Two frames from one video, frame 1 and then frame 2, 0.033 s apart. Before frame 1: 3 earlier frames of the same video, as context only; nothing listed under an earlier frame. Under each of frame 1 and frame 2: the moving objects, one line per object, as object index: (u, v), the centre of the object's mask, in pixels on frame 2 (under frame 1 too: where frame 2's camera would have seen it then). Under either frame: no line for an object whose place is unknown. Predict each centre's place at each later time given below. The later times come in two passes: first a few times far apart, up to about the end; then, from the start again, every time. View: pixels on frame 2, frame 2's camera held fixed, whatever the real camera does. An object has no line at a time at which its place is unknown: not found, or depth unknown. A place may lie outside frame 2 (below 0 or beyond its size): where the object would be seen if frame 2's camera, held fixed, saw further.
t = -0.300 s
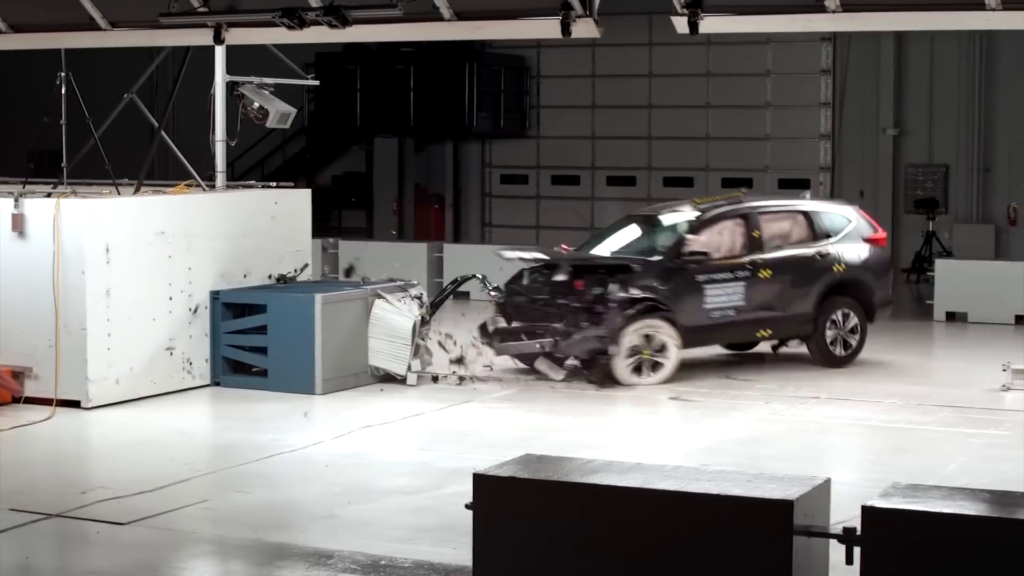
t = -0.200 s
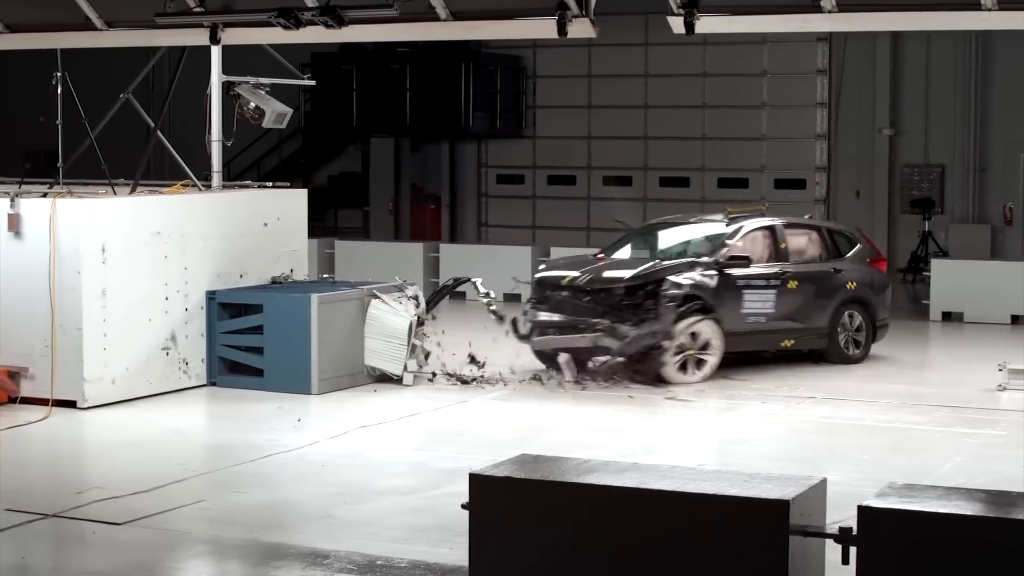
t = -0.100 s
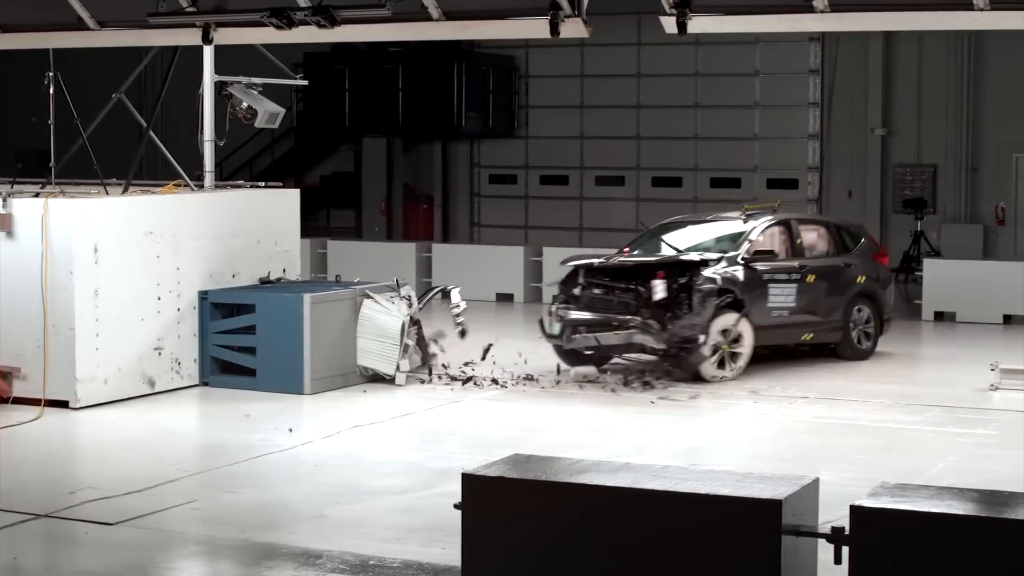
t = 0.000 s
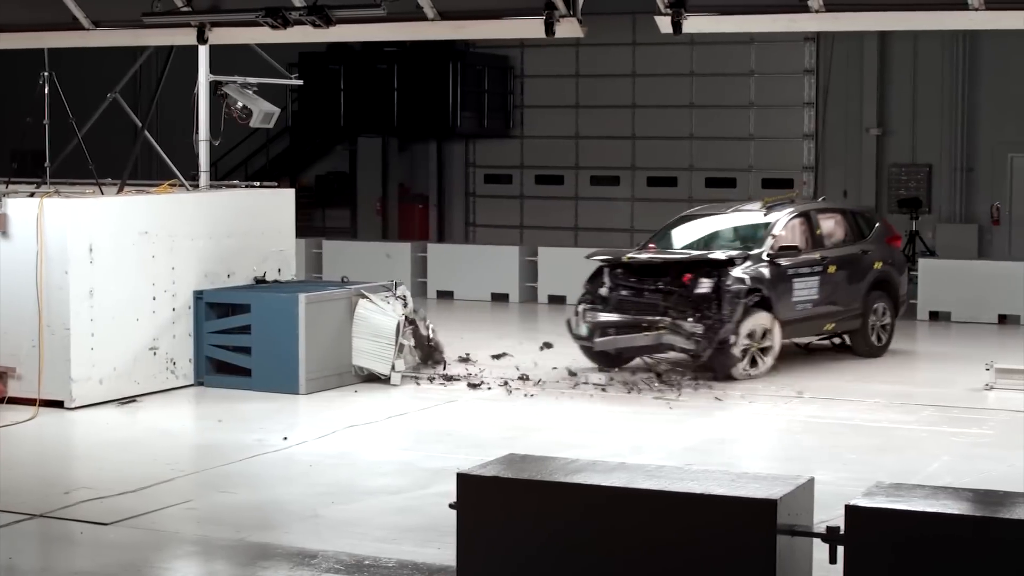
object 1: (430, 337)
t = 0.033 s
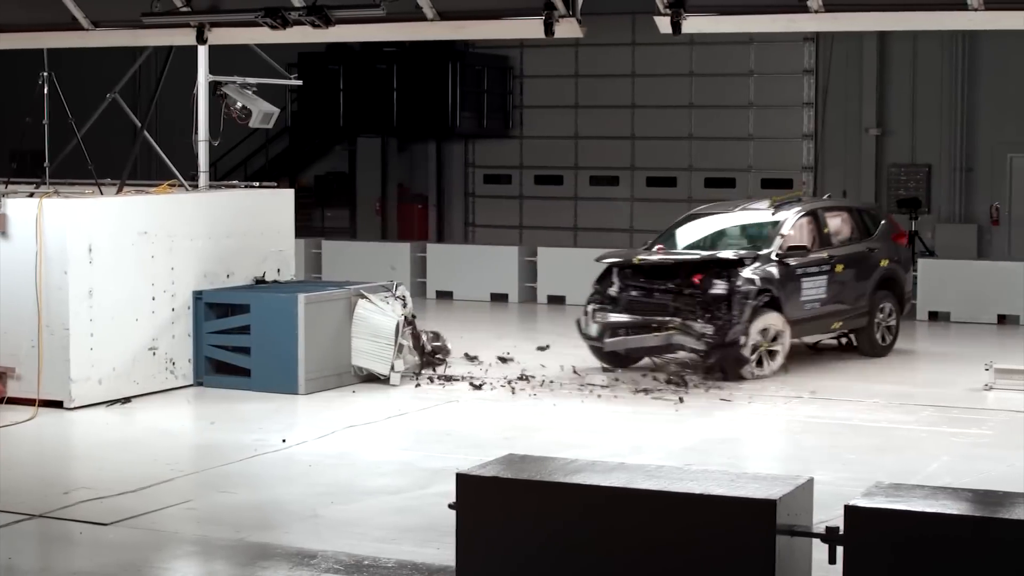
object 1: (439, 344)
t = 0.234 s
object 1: (475, 340)
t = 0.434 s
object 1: (511, 348)
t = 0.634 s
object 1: (539, 347)
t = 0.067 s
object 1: (443, 341)
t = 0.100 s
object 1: (449, 339)
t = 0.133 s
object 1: (455, 337)
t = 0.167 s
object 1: (462, 337)
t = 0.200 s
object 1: (470, 339)
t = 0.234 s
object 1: (475, 340)
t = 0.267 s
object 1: (482, 341)
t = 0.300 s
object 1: (488, 344)
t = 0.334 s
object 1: (494, 347)
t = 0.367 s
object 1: (501, 348)
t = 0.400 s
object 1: (507, 348)
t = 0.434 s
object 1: (511, 348)
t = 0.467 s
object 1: (516, 347)
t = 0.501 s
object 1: (522, 347)
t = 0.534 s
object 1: (527, 347)
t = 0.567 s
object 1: (532, 347)
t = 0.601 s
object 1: (536, 347)
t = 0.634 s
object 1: (539, 347)
